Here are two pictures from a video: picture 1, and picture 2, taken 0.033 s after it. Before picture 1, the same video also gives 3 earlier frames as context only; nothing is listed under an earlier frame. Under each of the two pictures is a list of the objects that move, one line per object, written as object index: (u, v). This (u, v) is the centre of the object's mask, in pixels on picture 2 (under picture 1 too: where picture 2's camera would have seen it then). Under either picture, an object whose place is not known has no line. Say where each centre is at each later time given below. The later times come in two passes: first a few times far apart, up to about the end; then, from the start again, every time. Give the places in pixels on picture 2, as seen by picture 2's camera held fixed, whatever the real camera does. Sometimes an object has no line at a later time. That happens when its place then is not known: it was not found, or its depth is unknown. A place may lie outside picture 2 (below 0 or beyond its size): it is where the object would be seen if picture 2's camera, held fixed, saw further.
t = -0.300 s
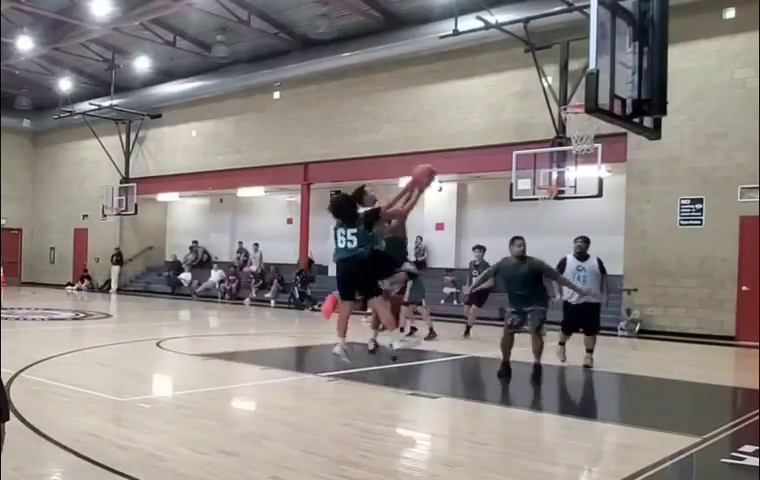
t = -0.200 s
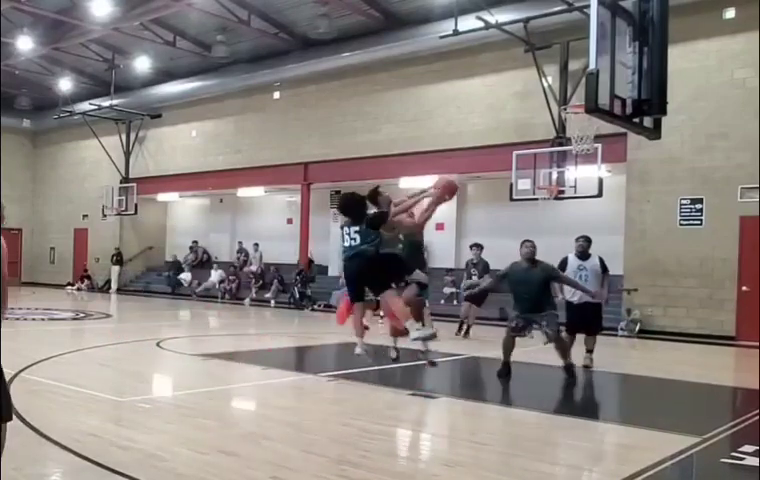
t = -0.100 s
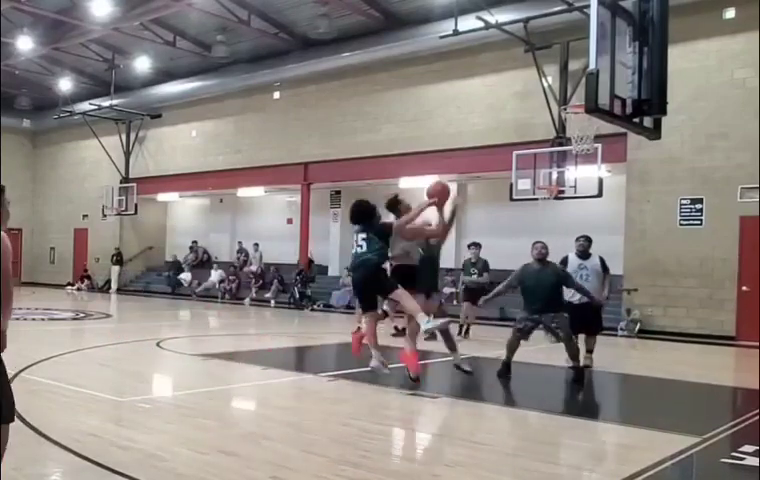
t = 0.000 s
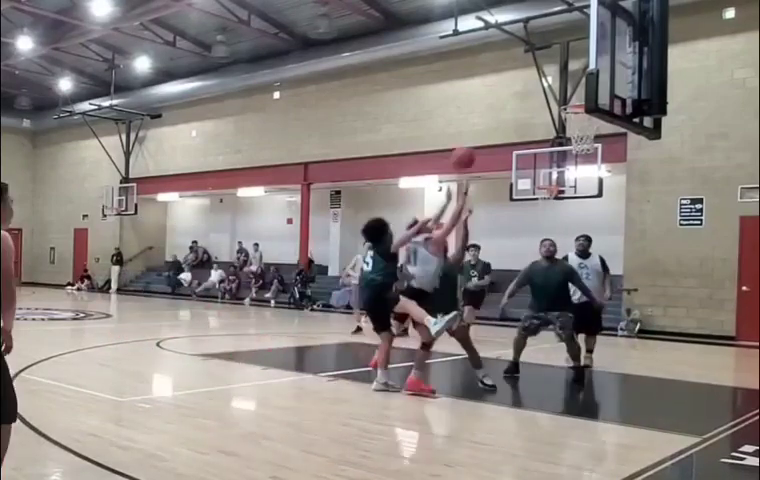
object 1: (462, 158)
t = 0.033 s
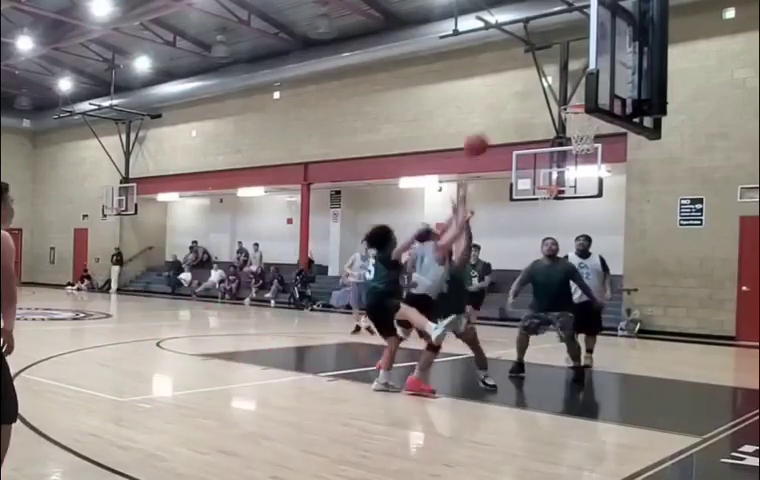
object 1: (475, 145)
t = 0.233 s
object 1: (549, 81)
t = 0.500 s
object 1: (575, 76)
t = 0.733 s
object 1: (562, 92)
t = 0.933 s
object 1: (554, 107)
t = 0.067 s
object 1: (488, 131)
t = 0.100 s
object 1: (500, 119)
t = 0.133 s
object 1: (513, 108)
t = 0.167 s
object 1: (525, 98)
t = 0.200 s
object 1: (537, 89)
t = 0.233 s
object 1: (549, 81)
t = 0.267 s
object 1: (563, 74)
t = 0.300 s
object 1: (574, 68)
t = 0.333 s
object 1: (582, 63)
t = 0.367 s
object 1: (584, 63)
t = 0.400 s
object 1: (582, 65)
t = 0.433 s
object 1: (580, 68)
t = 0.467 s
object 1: (578, 73)
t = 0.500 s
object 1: (575, 76)
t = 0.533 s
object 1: (570, 86)
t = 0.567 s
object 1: (567, 92)
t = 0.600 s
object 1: (563, 96)
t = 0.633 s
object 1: (563, 94)
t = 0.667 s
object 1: (562, 93)
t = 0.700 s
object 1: (562, 92)
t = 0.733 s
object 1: (562, 92)
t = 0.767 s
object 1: (561, 92)
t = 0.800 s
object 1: (560, 93)
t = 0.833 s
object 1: (558, 95)
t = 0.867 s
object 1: (556, 99)
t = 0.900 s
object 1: (555, 102)
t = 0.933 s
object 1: (554, 107)
